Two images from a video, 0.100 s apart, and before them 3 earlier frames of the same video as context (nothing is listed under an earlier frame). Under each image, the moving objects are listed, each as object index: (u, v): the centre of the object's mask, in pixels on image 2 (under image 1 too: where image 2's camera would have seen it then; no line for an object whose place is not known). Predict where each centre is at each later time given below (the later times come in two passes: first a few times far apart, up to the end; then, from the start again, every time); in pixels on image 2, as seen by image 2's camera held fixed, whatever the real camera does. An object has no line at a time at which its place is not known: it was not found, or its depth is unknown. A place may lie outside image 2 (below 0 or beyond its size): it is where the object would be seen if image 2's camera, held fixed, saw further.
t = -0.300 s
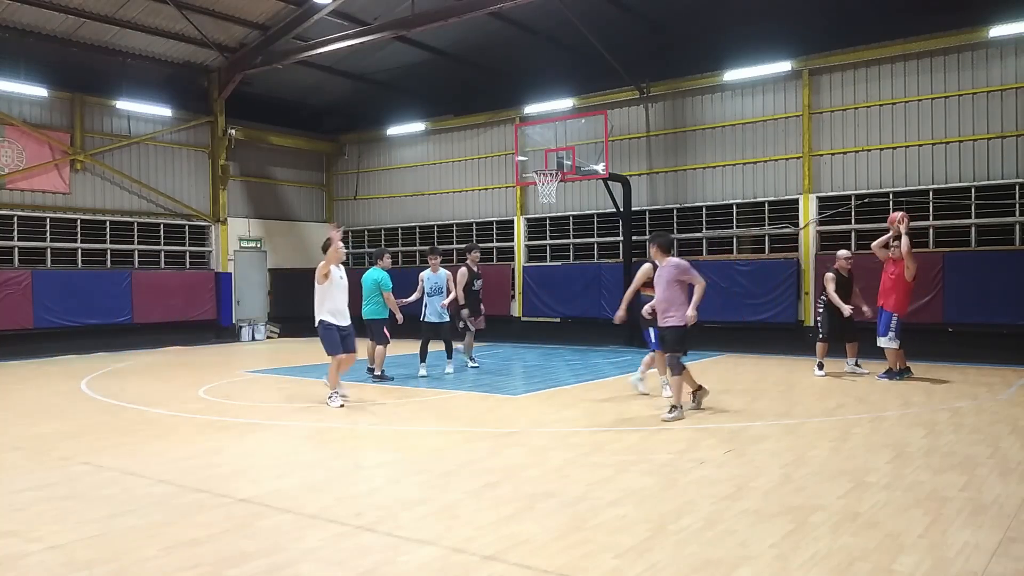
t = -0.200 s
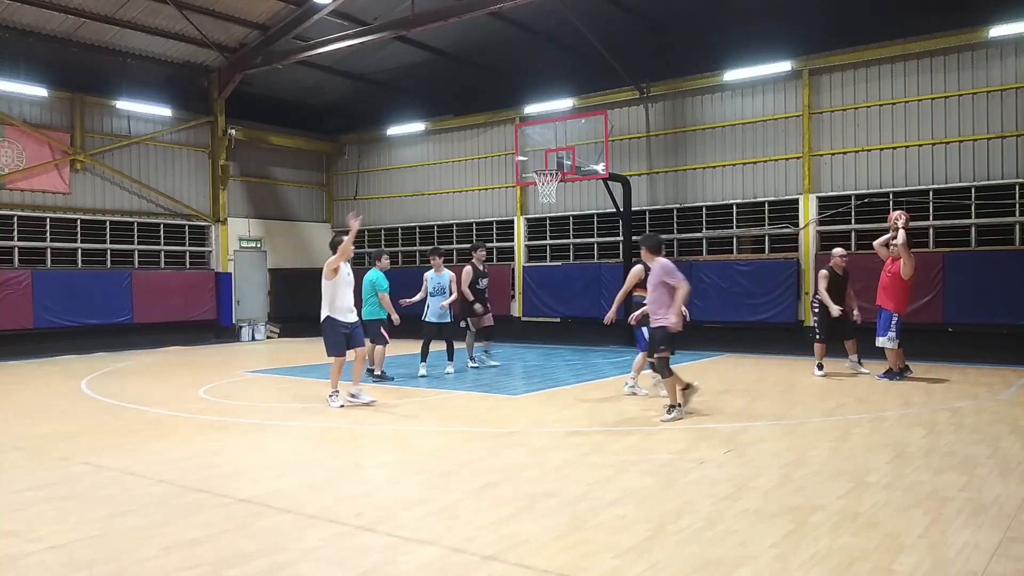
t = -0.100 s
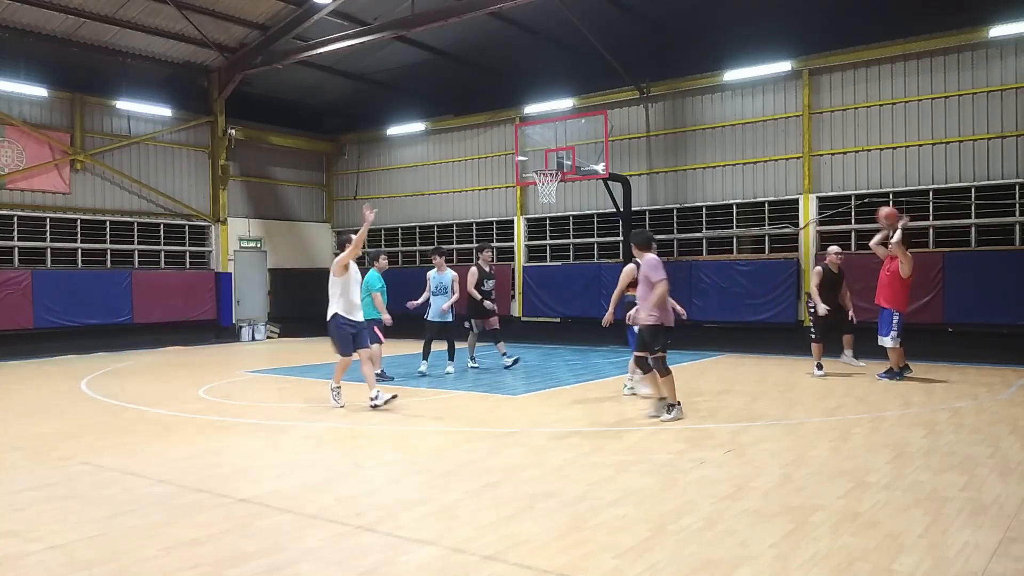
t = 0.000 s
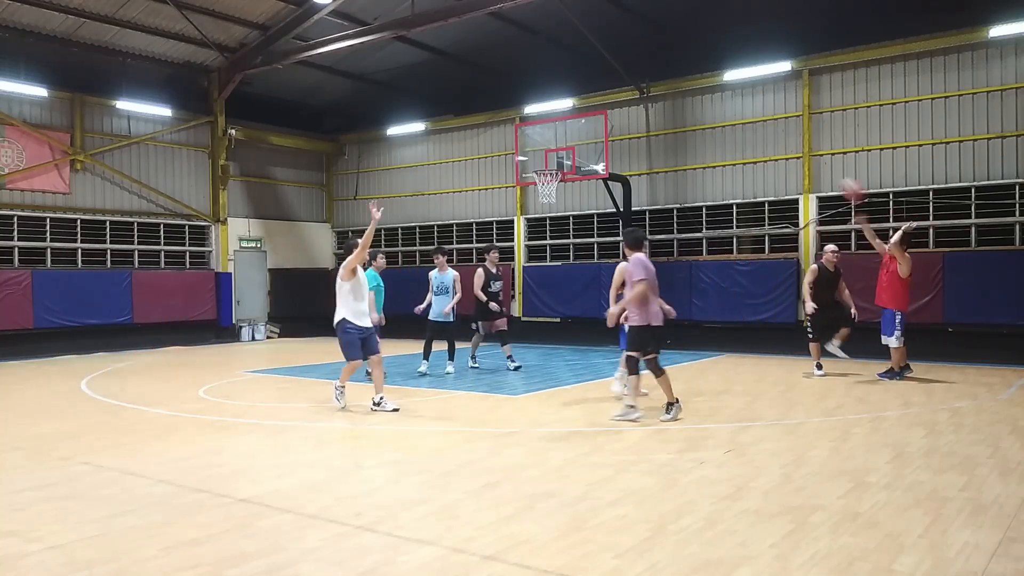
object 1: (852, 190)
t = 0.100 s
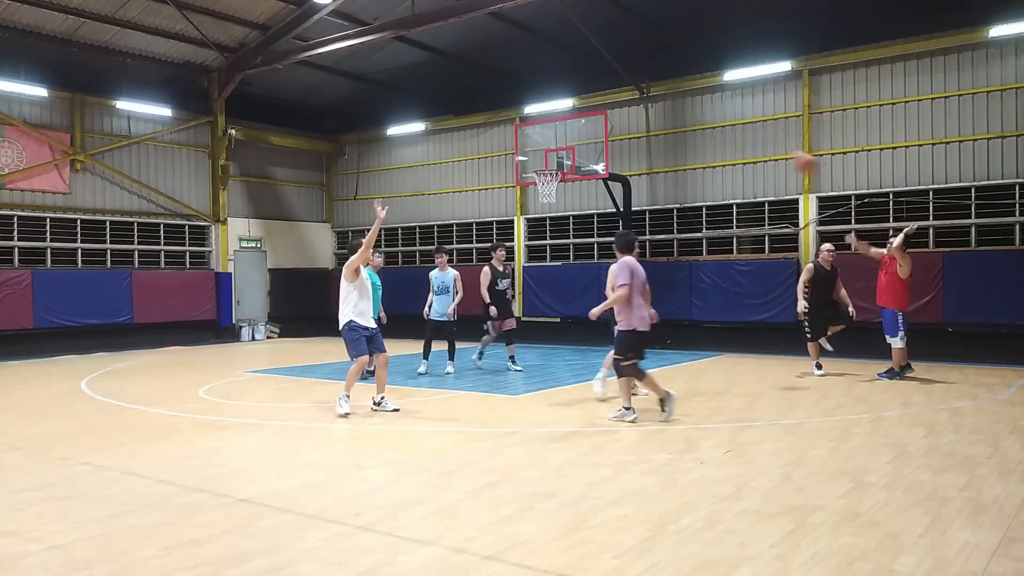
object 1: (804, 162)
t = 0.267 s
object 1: (717, 132)
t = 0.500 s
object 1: (583, 126)
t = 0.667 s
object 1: (477, 152)
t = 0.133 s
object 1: (786, 154)
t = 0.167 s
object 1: (769, 147)
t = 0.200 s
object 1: (752, 141)
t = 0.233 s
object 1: (733, 136)
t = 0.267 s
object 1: (717, 132)
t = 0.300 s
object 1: (697, 128)
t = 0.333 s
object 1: (679, 126)
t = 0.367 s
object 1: (661, 124)
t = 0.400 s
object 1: (643, 123)
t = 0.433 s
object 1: (623, 124)
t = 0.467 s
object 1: (603, 124)
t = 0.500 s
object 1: (583, 126)
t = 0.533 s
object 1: (562, 128)
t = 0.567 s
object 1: (541, 133)
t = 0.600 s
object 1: (519, 139)
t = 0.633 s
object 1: (498, 145)
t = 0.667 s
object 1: (477, 152)
